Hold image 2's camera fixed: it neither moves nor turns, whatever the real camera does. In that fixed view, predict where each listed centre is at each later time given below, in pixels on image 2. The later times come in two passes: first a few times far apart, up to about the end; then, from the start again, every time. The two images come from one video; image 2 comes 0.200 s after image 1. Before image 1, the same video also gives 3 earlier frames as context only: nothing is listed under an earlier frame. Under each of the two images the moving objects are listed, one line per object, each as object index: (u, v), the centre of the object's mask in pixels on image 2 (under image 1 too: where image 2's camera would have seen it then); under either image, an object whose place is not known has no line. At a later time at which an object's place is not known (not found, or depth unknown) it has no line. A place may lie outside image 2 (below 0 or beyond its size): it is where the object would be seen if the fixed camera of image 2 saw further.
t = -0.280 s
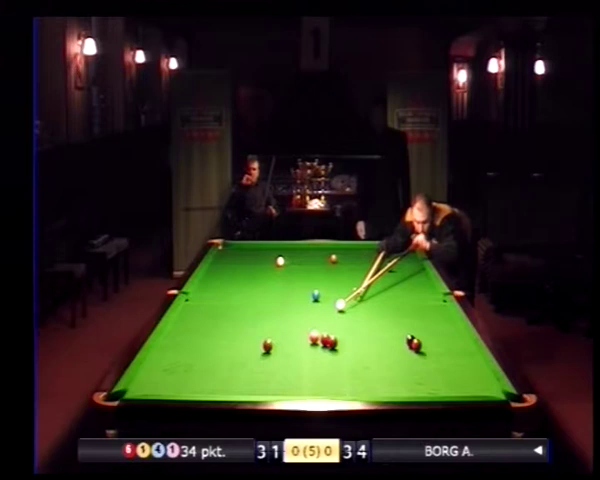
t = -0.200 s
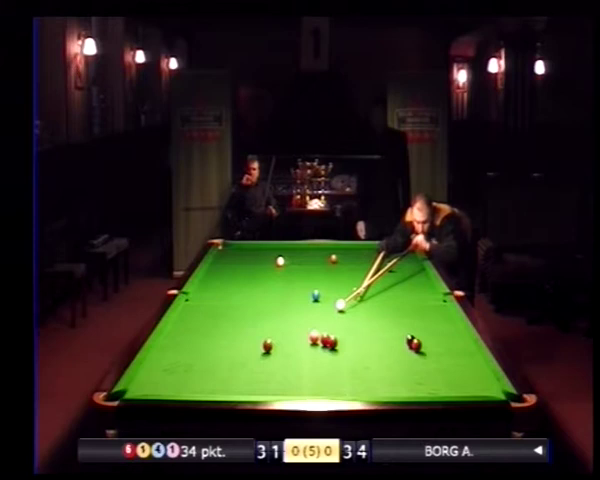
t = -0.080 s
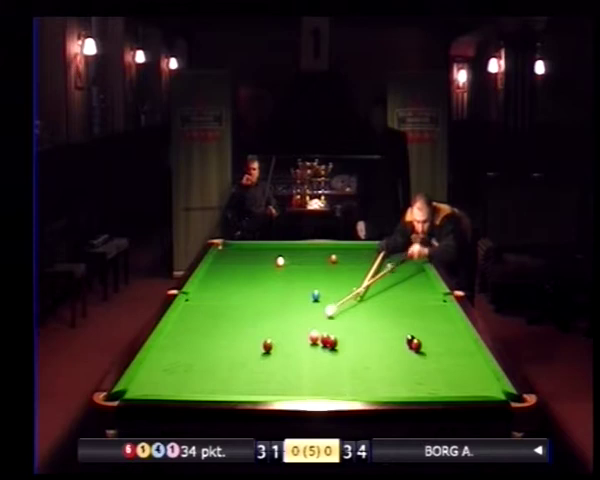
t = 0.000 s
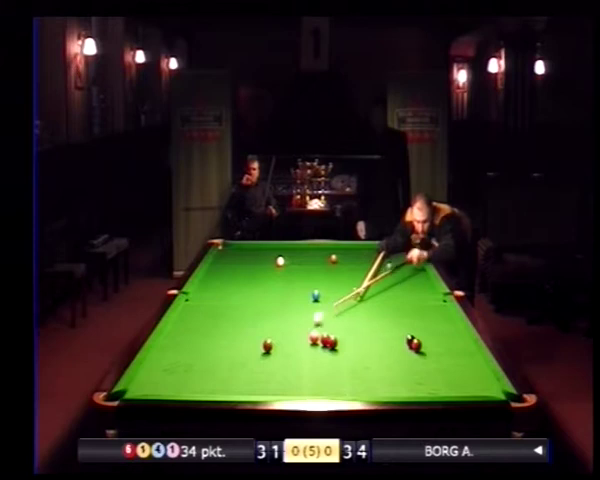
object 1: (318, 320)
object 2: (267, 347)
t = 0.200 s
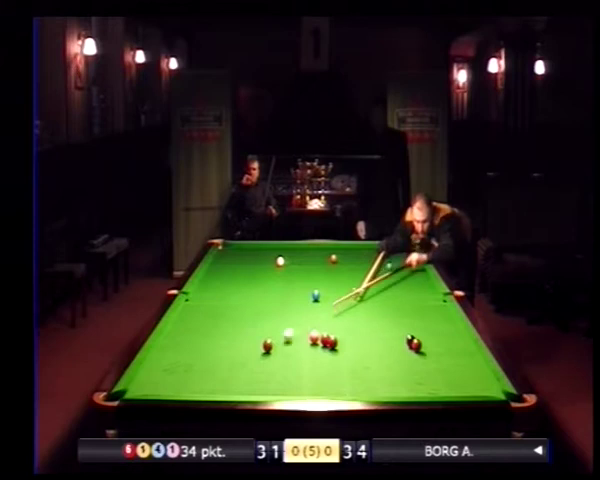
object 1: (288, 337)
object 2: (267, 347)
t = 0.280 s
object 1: (276, 344)
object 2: (267, 347)
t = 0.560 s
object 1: (275, 351)
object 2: (224, 364)
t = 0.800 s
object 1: (272, 358)
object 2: (190, 378)
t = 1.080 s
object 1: (270, 366)
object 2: (148, 390)
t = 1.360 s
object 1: (267, 375)
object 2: (145, 388)
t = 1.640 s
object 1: (264, 384)
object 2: (170, 385)
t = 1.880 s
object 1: (261, 390)
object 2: (190, 381)
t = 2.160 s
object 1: (259, 393)
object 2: (212, 377)
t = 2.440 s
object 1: (259, 391)
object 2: (232, 374)
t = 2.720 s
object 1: (259, 389)
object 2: (251, 371)
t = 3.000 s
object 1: (259, 385)
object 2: (267, 368)
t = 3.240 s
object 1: (259, 382)
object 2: (280, 366)
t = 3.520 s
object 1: (259, 379)
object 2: (293, 364)
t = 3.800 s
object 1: (259, 378)
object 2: (306, 361)
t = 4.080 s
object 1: (259, 377)
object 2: (317, 359)
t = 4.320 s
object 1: (259, 376)
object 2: (325, 358)
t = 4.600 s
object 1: (259, 376)
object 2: (333, 356)
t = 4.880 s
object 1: (259, 376)
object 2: (341, 355)
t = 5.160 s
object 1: (259, 376)
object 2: (347, 355)
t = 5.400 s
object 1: (259, 376)
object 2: (351, 354)
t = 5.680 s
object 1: (259, 376)
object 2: (355, 354)
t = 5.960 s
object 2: (358, 353)
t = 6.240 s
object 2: (359, 353)
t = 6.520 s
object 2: (359, 352)
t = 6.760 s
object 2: (359, 352)
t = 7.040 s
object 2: (359, 352)
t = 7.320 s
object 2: (359, 352)
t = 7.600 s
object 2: (359, 352)
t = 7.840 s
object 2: (359, 352)
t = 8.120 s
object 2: (359, 352)
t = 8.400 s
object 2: (359, 352)
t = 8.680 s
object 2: (359, 352)
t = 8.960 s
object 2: (359, 352)
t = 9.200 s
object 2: (359, 352)
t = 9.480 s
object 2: (359, 352)
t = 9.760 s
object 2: (359, 352)
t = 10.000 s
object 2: (359, 352)
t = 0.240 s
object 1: (282, 340)
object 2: (267, 347)
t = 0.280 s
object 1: (276, 344)
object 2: (267, 347)
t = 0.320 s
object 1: (274, 345)
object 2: (263, 349)
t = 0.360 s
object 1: (275, 346)
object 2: (255, 352)
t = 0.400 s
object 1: (275, 347)
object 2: (249, 354)
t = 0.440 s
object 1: (275, 348)
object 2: (242, 357)
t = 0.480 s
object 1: (276, 349)
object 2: (236, 360)
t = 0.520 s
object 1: (275, 350)
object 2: (230, 361)
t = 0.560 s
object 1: (275, 351)
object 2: (224, 364)
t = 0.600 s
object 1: (274, 352)
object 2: (218, 367)
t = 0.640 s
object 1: (274, 353)
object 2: (213, 368)
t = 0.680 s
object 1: (274, 355)
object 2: (207, 371)
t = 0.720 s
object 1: (273, 355)
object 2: (202, 372)
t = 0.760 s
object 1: (273, 357)
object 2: (196, 375)
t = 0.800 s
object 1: (272, 358)
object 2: (190, 378)
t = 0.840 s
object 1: (272, 359)
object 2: (184, 380)
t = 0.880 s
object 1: (271, 360)
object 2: (178, 382)
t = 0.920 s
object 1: (271, 361)
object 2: (172, 384)
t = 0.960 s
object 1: (271, 363)
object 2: (166, 386)
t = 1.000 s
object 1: (270, 364)
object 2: (160, 387)
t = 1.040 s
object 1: (270, 365)
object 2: (154, 389)
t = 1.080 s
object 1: (270, 366)
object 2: (148, 390)
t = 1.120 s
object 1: (269, 367)
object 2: (142, 391)
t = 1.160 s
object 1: (269, 369)
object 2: (139, 390)
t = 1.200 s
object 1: (268, 370)
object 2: (135, 390)
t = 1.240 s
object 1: (268, 371)
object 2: (133, 389)
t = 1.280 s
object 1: (267, 373)
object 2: (137, 388)
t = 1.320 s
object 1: (267, 374)
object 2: (141, 388)
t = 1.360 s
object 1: (267, 375)
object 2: (145, 388)
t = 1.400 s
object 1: (266, 377)
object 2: (149, 387)
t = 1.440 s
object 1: (266, 378)
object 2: (153, 387)
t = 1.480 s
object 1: (265, 379)
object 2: (156, 387)
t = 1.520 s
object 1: (265, 380)
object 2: (160, 386)
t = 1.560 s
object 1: (264, 382)
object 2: (163, 386)
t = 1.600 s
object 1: (264, 383)
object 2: (167, 385)
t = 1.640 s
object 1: (264, 384)
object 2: (170, 385)
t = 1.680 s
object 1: (263, 385)
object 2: (174, 384)
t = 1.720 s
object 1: (263, 386)
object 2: (177, 383)
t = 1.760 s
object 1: (263, 387)
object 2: (181, 383)
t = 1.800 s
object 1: (262, 388)
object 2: (184, 382)
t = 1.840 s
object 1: (262, 389)
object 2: (187, 382)
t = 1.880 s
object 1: (261, 390)
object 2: (190, 381)
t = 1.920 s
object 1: (261, 391)
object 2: (194, 380)
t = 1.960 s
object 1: (261, 391)
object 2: (197, 380)
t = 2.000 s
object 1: (260, 392)
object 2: (200, 379)
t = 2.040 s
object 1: (260, 392)
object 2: (203, 379)
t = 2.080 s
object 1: (260, 393)
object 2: (206, 378)
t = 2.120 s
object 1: (259, 393)
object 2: (209, 377)
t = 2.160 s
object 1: (259, 393)
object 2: (212, 377)
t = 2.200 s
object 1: (259, 393)
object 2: (215, 377)
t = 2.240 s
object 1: (259, 393)
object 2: (218, 376)
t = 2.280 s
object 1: (259, 392)
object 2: (221, 376)
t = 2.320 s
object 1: (259, 392)
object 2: (224, 375)
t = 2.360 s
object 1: (259, 392)
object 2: (227, 375)
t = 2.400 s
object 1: (259, 391)
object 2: (230, 374)
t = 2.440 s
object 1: (259, 391)
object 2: (232, 374)
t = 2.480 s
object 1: (259, 391)
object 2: (235, 374)
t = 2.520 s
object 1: (259, 391)
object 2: (238, 373)
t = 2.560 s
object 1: (259, 390)
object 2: (240, 372)
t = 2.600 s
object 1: (259, 390)
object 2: (243, 372)
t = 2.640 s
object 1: (259, 390)
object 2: (246, 371)
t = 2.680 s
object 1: (259, 389)
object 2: (248, 371)
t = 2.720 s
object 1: (259, 389)
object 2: (251, 371)
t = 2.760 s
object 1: (259, 388)
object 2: (253, 370)
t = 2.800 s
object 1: (259, 389)
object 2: (255, 370)
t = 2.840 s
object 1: (259, 388)
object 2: (258, 369)
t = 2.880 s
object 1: (259, 388)
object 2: (260, 369)
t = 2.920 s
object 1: (259, 386)
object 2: (263, 369)
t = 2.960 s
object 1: (259, 385)
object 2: (265, 368)
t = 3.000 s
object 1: (259, 385)
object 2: (267, 368)
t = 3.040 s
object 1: (259, 385)
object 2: (269, 368)
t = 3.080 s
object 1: (259, 384)
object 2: (272, 367)
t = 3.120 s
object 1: (259, 384)
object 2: (274, 367)
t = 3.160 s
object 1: (259, 383)
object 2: (276, 367)
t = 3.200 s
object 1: (259, 382)
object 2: (278, 367)
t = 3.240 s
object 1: (259, 382)
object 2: (280, 366)
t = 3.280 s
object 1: (259, 382)
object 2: (282, 366)
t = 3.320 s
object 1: (259, 381)
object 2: (284, 365)
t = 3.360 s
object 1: (259, 381)
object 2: (286, 365)
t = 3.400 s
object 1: (259, 381)
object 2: (288, 365)
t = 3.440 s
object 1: (259, 380)
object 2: (290, 364)
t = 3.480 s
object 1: (259, 380)
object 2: (292, 364)
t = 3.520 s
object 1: (259, 379)
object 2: (293, 364)
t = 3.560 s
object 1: (259, 379)
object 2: (295, 363)
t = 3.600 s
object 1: (259, 379)
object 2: (297, 363)
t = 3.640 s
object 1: (259, 379)
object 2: (299, 363)
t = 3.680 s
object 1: (259, 378)
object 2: (301, 362)
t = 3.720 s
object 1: (259, 378)
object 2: (303, 362)
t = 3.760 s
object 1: (259, 378)
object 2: (304, 362)
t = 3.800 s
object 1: (259, 378)
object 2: (306, 361)
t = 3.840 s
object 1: (259, 377)
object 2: (308, 360)
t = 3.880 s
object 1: (259, 377)
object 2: (309, 360)
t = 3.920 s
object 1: (259, 377)
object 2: (311, 360)
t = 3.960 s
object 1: (259, 377)
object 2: (312, 360)
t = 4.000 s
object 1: (259, 377)
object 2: (314, 360)
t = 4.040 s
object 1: (259, 377)
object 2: (315, 359)
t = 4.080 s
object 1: (259, 377)
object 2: (317, 359)
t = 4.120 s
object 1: (259, 376)
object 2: (318, 359)
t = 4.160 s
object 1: (259, 377)
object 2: (320, 359)
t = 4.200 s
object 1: (259, 376)
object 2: (321, 359)
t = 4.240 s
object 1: (259, 376)
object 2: (322, 358)
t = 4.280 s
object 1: (259, 376)
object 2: (324, 358)
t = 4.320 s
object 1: (259, 376)
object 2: (325, 358)
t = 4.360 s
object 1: (259, 376)
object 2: (326, 357)
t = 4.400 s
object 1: (259, 376)
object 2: (327, 357)
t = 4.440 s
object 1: (259, 376)
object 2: (329, 357)
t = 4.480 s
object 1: (259, 376)
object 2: (330, 356)
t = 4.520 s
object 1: (259, 376)
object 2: (331, 356)
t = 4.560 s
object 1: (259, 376)
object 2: (332, 356)
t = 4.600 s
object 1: (259, 376)
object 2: (333, 356)
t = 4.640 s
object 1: (259, 376)
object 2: (334, 355)
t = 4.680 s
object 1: (259, 376)
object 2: (335, 355)
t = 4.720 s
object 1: (259, 376)
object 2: (337, 355)
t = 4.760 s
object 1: (259, 376)
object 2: (338, 355)
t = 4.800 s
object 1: (259, 376)
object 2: (339, 355)
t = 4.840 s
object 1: (259, 376)
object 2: (340, 355)
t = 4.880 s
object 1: (259, 376)
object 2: (341, 355)
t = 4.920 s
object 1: (259, 376)
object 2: (342, 355)
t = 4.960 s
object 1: (259, 376)
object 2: (343, 355)
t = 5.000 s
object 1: (259, 376)
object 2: (344, 355)
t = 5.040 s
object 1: (259, 375)
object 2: (344, 355)
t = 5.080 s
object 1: (259, 375)
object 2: (345, 355)
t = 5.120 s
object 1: (259, 375)
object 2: (346, 354)
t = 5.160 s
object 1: (259, 376)
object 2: (347, 355)
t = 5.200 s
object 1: (259, 375)
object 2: (348, 354)
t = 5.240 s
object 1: (259, 375)
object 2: (348, 354)
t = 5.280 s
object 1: (259, 376)
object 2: (349, 354)
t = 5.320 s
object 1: (259, 376)
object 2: (350, 354)
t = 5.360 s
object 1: (259, 376)
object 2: (351, 354)
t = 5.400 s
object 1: (259, 376)
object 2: (351, 354)
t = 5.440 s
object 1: (259, 376)
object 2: (352, 354)
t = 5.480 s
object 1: (259, 376)
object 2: (352, 354)
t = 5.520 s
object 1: (259, 376)
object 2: (353, 354)
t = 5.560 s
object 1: (259, 376)
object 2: (354, 354)
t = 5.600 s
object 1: (259, 376)
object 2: (354, 354)
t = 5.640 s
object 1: (259, 376)
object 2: (355, 354)
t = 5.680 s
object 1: (259, 376)
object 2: (355, 354)
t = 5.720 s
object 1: (259, 376)
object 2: (356, 353)
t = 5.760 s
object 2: (356, 353)
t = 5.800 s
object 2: (356, 353)
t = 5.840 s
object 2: (357, 353)
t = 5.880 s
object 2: (357, 353)
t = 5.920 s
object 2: (357, 353)
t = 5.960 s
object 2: (358, 353)
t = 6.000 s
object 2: (358, 353)
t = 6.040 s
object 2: (358, 353)
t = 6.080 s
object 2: (358, 353)
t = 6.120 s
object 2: (358, 353)
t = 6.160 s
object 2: (358, 353)
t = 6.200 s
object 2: (359, 353)
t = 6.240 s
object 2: (359, 353)
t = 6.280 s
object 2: (359, 353)
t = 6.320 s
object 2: (359, 353)
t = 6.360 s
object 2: (359, 353)
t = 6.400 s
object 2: (359, 353)
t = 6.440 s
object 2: (359, 352)
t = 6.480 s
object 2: (359, 352)
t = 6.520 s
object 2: (359, 352)
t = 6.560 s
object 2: (359, 352)
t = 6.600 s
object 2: (359, 352)
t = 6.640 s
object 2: (359, 352)
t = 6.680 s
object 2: (359, 352)
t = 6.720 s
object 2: (359, 352)
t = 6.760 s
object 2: (359, 352)
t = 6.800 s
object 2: (359, 352)
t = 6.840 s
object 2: (359, 352)
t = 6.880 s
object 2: (359, 352)
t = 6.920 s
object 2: (359, 352)
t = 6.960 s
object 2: (359, 352)
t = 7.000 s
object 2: (359, 352)
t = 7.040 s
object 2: (359, 352)
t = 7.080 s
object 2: (359, 352)
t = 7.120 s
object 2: (359, 352)
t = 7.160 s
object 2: (359, 352)
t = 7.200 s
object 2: (359, 352)
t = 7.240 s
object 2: (359, 352)
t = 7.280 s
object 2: (359, 352)
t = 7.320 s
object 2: (359, 352)
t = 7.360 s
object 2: (359, 352)
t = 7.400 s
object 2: (359, 352)
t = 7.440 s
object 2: (359, 352)
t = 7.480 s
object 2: (359, 352)
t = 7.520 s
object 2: (359, 352)
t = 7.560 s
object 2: (359, 352)
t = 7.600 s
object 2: (359, 352)
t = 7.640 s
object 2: (359, 352)
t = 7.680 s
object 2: (359, 352)
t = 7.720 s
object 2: (359, 352)
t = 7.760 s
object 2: (359, 352)
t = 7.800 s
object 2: (359, 352)
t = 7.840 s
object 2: (359, 352)
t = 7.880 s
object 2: (359, 352)
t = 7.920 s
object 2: (359, 352)
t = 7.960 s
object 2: (359, 352)
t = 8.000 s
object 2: (359, 352)
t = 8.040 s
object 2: (359, 352)
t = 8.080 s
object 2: (359, 352)
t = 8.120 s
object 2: (359, 352)
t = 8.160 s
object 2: (359, 352)
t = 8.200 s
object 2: (359, 352)
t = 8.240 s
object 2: (359, 352)
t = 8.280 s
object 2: (359, 352)
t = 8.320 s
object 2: (359, 352)
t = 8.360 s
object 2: (359, 352)
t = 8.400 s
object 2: (359, 352)
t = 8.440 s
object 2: (359, 352)
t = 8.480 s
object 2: (359, 352)
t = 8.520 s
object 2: (359, 352)
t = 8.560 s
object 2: (359, 352)
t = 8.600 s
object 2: (359, 352)
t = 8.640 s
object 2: (359, 352)
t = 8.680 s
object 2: (359, 352)
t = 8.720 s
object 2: (359, 352)
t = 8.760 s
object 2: (359, 352)
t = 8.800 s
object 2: (359, 352)
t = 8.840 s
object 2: (359, 352)
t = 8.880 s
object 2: (359, 352)
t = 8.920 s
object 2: (359, 352)
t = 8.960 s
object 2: (359, 352)
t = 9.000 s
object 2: (359, 352)
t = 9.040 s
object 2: (359, 352)
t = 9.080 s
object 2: (359, 352)
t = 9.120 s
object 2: (359, 352)
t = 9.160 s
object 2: (359, 352)
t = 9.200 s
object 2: (359, 352)
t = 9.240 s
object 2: (359, 352)
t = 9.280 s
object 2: (359, 352)
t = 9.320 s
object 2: (359, 352)
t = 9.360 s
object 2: (359, 352)
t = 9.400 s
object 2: (359, 352)
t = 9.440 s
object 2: (359, 352)
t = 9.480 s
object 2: (359, 352)
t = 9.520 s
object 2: (359, 352)
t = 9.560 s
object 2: (359, 352)
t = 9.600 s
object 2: (359, 352)
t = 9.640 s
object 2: (359, 352)
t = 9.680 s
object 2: (359, 352)
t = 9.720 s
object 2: (359, 352)
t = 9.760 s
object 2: (359, 352)
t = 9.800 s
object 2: (359, 352)
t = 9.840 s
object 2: (359, 352)
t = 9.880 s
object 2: (359, 352)
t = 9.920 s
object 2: (359, 352)
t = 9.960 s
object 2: (359, 352)
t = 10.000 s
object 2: (359, 352)
